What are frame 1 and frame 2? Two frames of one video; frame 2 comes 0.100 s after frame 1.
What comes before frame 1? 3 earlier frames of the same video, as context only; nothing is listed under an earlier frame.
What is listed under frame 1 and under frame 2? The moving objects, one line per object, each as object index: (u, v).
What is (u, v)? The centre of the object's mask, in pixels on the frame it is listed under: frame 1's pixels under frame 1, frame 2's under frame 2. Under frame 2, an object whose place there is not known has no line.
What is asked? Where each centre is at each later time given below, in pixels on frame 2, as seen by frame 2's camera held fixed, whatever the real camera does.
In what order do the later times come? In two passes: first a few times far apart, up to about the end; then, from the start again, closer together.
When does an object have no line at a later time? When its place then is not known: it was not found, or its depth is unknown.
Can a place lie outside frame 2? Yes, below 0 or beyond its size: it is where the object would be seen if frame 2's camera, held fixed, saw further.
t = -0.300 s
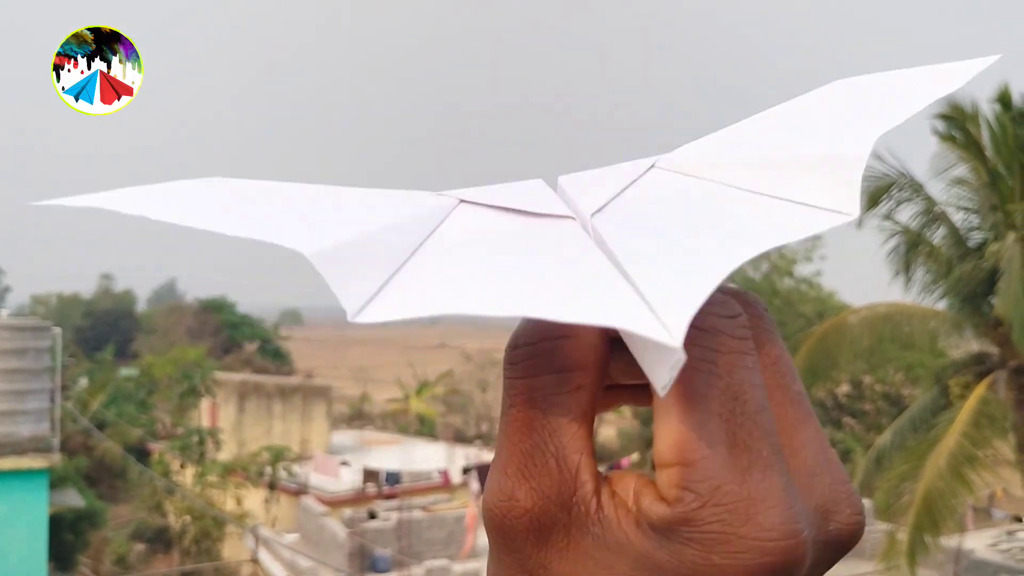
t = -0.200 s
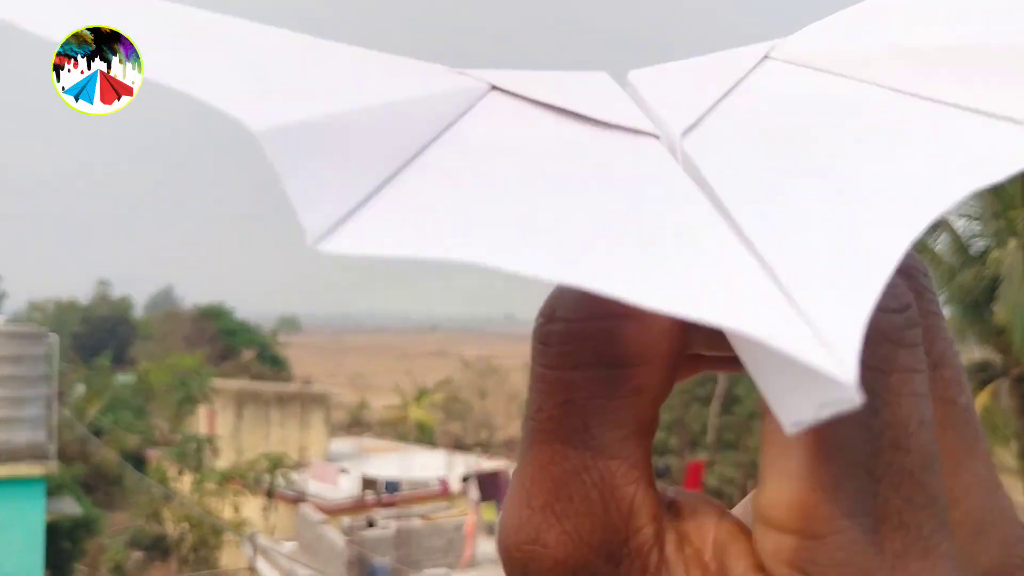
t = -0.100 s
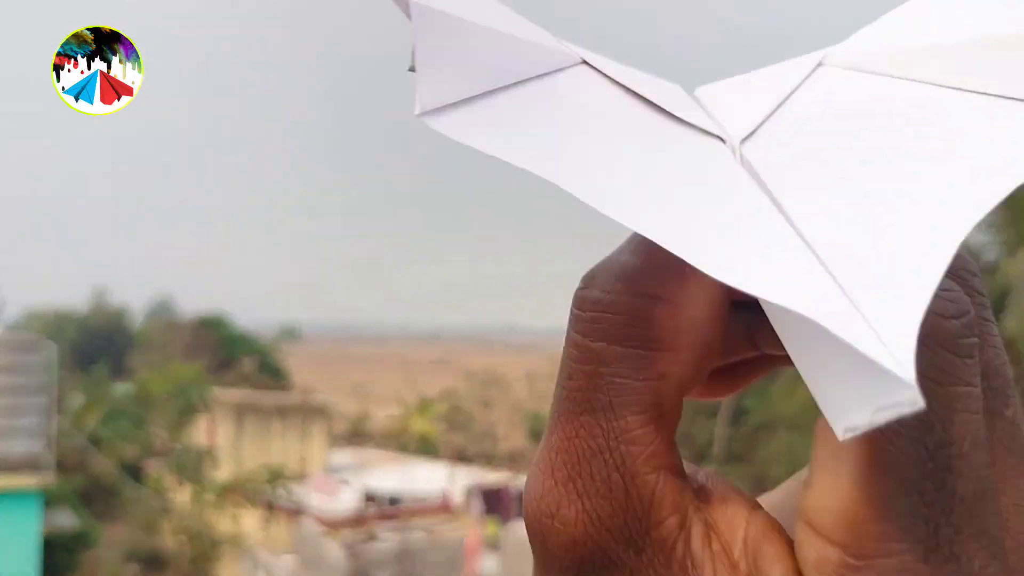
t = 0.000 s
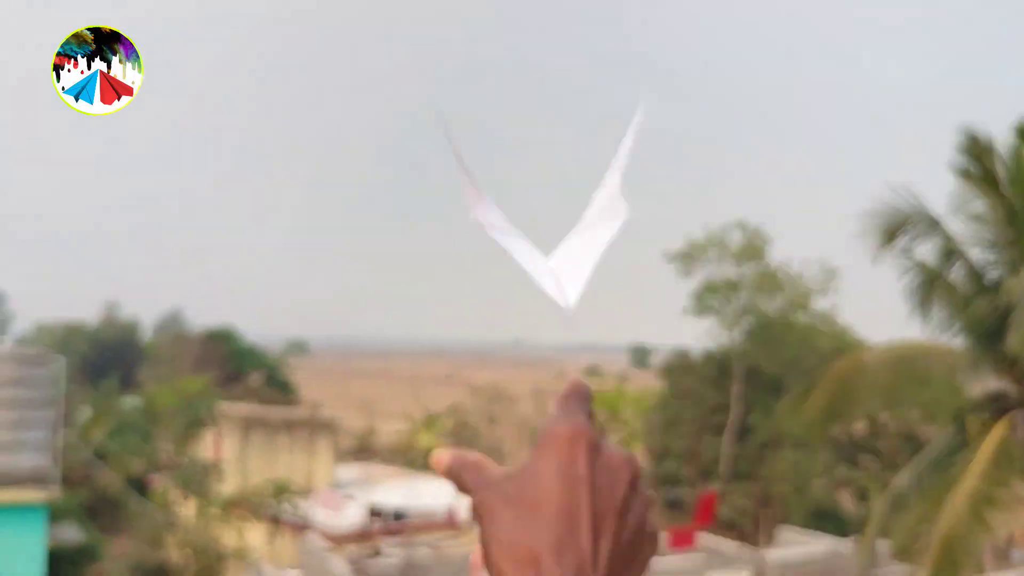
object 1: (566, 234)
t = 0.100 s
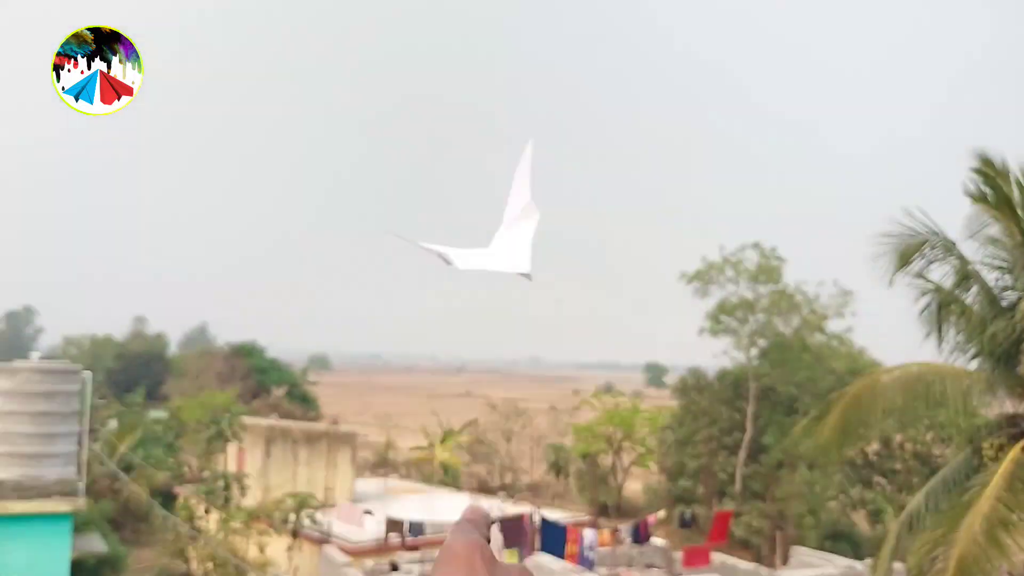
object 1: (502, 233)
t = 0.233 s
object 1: (389, 201)
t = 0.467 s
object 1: (219, 237)
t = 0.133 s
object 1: (476, 224)
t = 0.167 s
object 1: (448, 215)
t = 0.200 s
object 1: (418, 207)
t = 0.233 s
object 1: (389, 201)
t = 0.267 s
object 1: (362, 198)
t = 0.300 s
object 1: (336, 199)
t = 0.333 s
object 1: (310, 202)
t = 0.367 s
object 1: (285, 207)
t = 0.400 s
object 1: (262, 214)
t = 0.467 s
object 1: (219, 237)
